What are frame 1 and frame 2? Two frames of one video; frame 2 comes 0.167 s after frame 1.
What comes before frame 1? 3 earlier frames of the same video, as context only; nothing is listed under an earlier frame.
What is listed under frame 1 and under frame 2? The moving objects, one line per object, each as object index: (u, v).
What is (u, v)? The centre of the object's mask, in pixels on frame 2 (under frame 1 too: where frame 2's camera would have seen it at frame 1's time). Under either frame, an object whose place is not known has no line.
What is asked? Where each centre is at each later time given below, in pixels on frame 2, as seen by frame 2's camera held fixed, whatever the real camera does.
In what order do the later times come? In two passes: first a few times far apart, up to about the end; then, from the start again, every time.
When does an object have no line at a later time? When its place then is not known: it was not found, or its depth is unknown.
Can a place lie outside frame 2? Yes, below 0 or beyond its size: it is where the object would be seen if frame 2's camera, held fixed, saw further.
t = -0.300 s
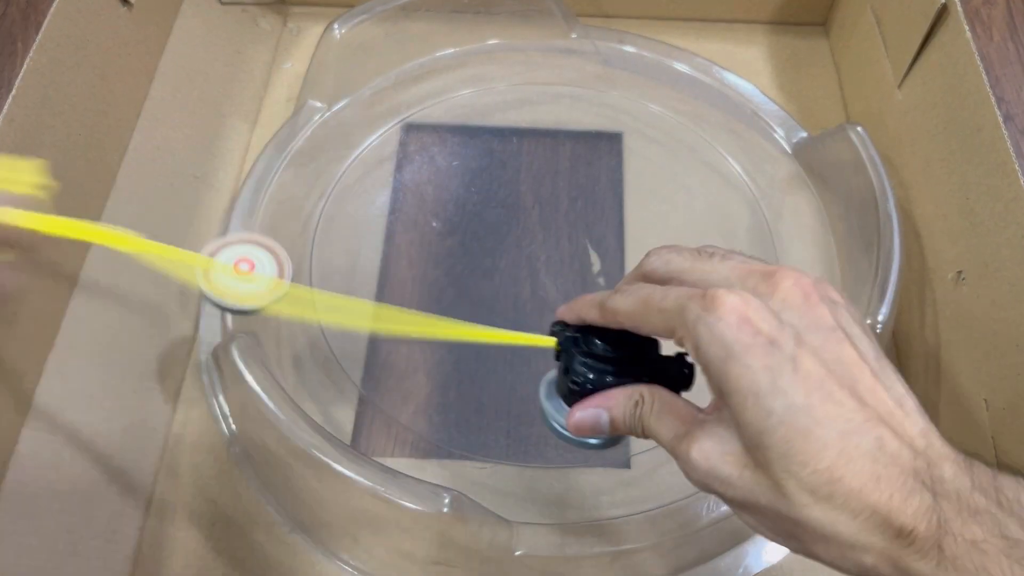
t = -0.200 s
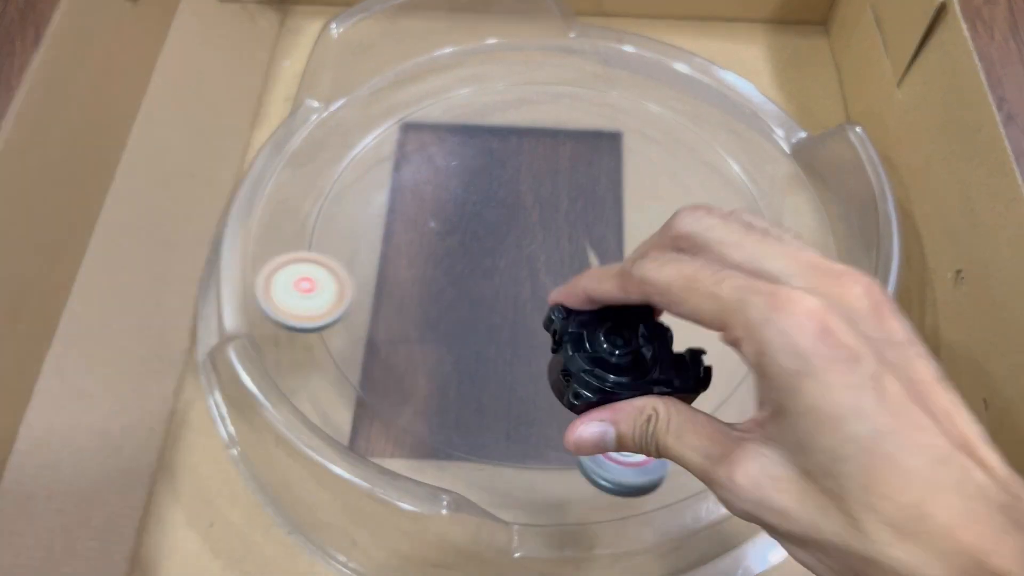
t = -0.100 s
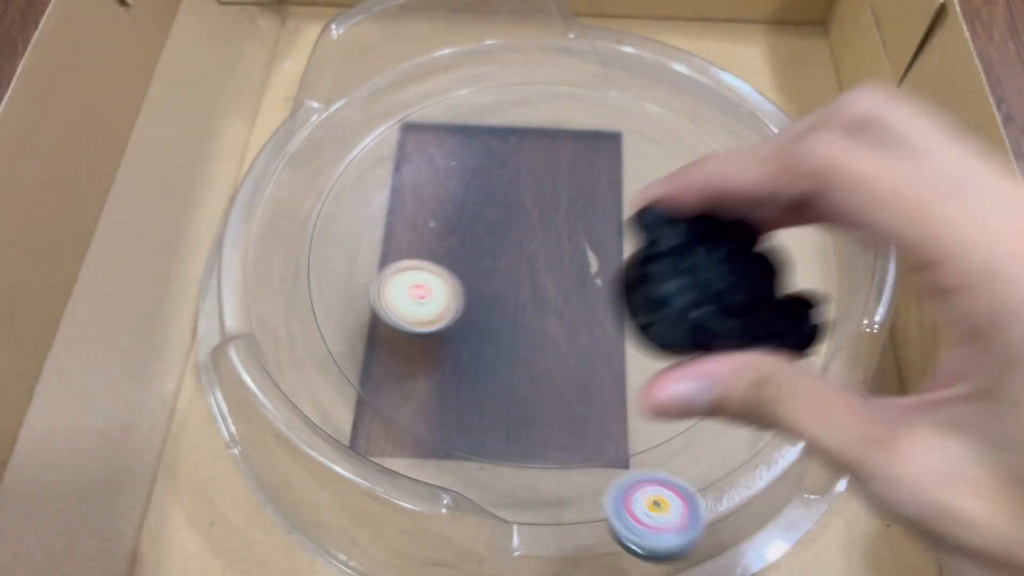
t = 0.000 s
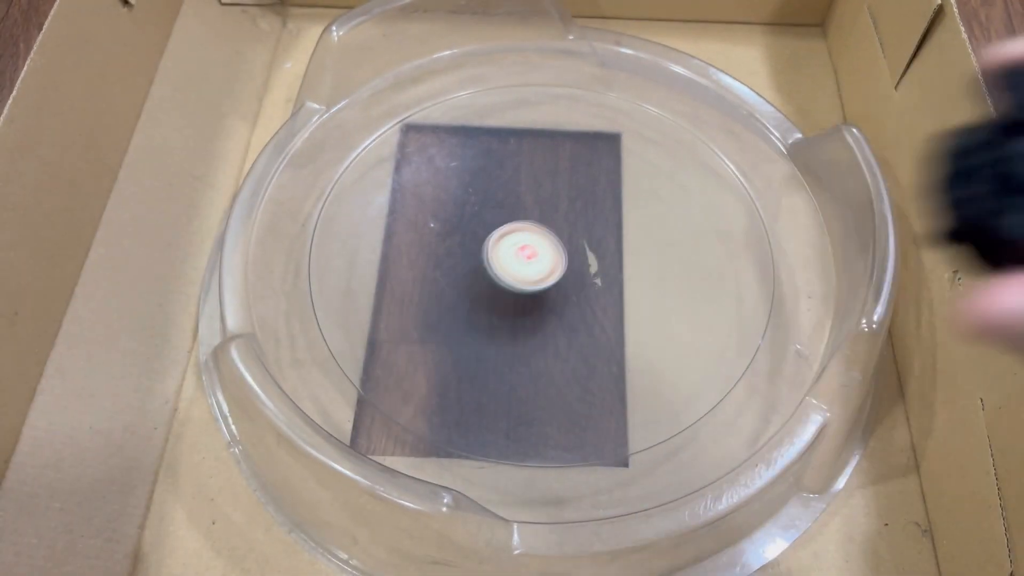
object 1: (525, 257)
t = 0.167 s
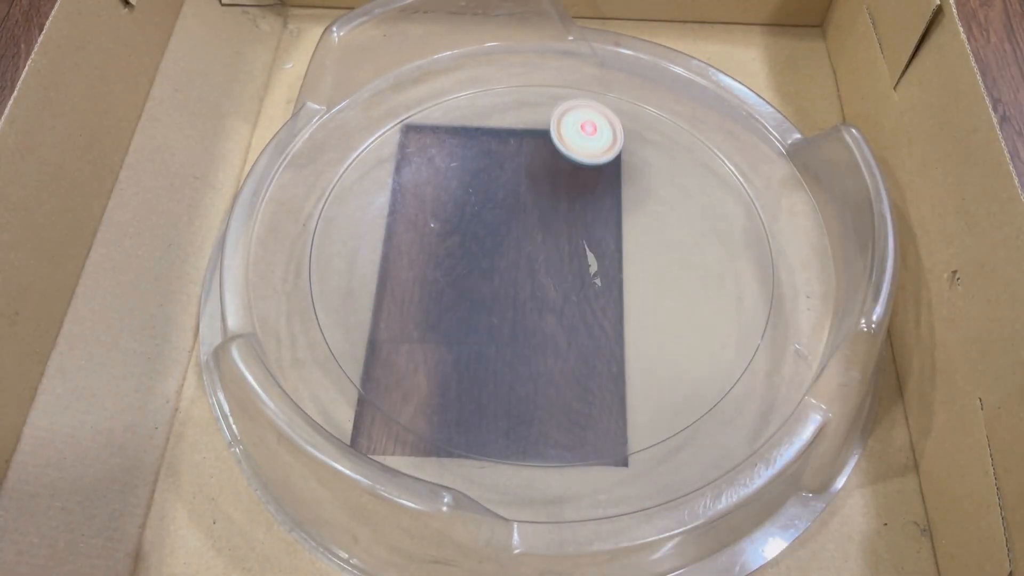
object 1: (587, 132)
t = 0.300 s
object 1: (534, 60)
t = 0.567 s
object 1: (414, 158)
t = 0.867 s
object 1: (630, 198)
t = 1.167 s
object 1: (585, 74)
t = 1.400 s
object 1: (495, 140)
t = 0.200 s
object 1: (580, 108)
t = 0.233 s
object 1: (569, 88)
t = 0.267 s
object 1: (554, 67)
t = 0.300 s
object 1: (534, 60)
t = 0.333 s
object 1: (512, 68)
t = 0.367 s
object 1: (490, 83)
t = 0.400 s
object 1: (470, 97)
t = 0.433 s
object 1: (452, 110)
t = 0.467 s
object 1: (437, 122)
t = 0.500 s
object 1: (426, 132)
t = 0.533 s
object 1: (418, 142)
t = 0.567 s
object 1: (414, 158)
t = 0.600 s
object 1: (419, 179)
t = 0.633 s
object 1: (435, 198)
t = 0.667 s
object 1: (459, 215)
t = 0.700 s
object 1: (487, 226)
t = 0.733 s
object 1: (519, 232)
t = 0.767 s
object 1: (551, 231)
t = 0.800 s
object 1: (581, 225)
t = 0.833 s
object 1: (607, 213)
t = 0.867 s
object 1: (630, 198)
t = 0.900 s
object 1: (647, 180)
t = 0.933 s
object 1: (658, 160)
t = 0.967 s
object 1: (664, 138)
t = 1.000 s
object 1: (666, 116)
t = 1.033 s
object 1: (662, 94)
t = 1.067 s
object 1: (643, 84)
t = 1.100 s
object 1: (622, 81)
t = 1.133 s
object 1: (602, 78)
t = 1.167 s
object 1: (585, 74)
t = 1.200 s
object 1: (572, 70)
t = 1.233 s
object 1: (558, 71)
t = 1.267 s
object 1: (545, 74)
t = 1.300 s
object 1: (532, 80)
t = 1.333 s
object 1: (517, 94)
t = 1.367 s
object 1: (504, 114)
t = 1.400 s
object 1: (495, 140)
